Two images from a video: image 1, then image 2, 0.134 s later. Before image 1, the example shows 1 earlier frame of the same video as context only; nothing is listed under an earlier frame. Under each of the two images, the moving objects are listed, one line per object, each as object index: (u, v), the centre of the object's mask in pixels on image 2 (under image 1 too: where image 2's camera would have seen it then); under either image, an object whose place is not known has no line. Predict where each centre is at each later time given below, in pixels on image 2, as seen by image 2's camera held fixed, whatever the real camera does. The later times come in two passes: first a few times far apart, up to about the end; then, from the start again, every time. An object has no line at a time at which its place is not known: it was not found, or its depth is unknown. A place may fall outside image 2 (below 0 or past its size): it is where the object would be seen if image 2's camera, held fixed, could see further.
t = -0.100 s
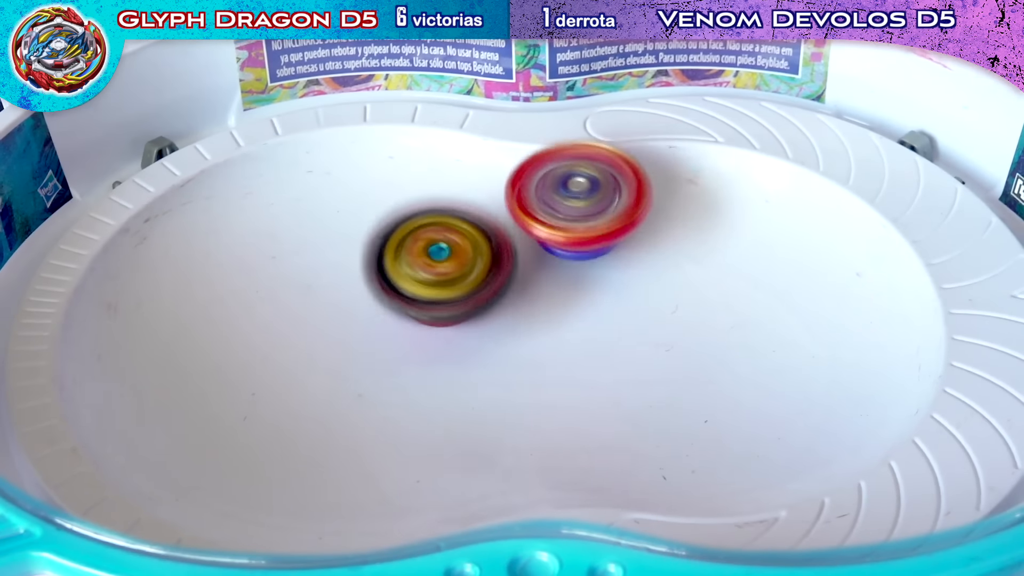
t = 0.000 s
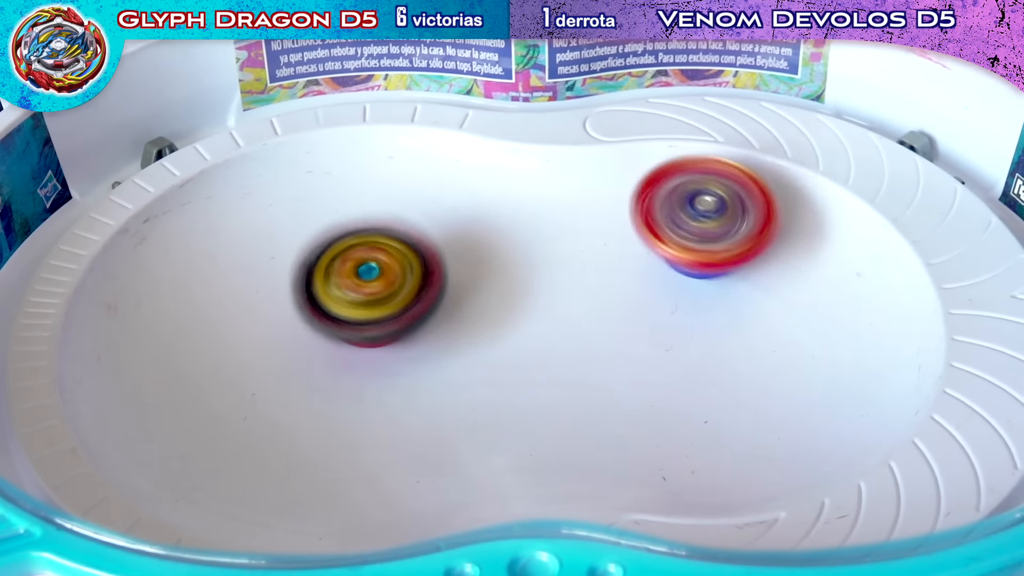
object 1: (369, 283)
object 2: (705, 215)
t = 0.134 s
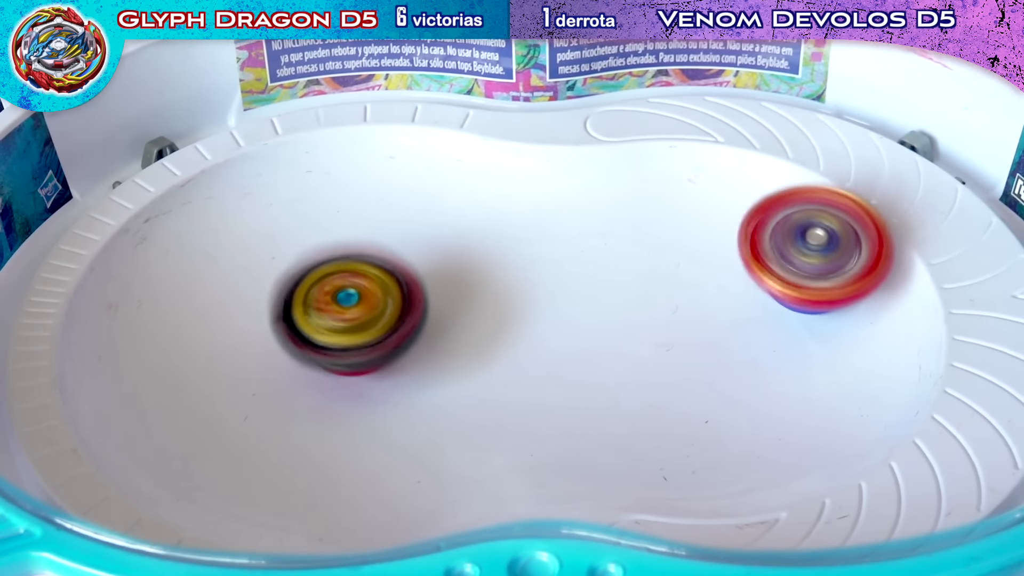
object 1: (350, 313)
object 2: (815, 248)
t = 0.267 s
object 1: (460, 328)
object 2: (798, 286)
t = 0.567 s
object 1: (665, 275)
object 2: (839, 254)
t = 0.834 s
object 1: (130, 224)
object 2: (759, 366)
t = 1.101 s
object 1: (483, 446)
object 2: (449, 343)
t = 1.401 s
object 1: (859, 82)
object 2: (440, 373)
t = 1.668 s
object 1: (526, 84)
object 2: (756, 386)
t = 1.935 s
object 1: (108, 361)
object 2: (728, 226)
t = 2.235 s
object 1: (791, 351)
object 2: (128, 388)
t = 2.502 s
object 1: (694, 75)
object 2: (534, 397)
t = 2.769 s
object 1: (265, 253)
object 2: (823, 217)
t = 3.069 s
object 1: (534, 438)
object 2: (294, 276)
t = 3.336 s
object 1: (811, 81)
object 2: (287, 465)
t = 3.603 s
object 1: (503, 83)
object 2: (885, 244)
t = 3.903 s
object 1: (120, 393)
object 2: (219, 298)
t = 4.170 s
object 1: (827, 329)
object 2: (216, 466)
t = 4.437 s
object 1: (701, 72)
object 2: (733, 304)
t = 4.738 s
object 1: (383, 198)
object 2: (548, 205)
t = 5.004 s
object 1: (260, 472)
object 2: (225, 350)
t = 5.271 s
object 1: (815, 206)
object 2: (501, 381)
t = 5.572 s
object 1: (440, 209)
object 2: (680, 313)
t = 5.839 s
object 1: (183, 398)
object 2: (761, 298)
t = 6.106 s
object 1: (795, 378)
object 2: (655, 298)
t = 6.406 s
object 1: (509, 163)
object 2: (599, 335)
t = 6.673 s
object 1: (135, 403)
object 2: (555, 329)
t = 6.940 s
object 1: (748, 358)
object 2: (436, 299)
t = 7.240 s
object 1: (556, 181)
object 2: (251, 317)
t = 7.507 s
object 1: (204, 322)
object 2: (354, 418)
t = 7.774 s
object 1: (422, 414)
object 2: (555, 321)
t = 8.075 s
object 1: (512, 318)
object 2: (597, 175)
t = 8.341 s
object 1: (274, 283)
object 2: (613, 197)
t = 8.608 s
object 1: (226, 360)
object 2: (795, 303)
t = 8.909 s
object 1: (477, 289)
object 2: (755, 279)
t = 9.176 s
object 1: (506, 259)
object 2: (631, 393)
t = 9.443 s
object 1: (608, 343)
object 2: (794, 416)
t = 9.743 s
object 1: (609, 351)
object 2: (751, 273)
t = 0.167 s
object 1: (366, 319)
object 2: (823, 257)
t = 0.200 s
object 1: (392, 326)
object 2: (823, 267)
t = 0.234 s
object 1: (423, 330)
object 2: (813, 277)
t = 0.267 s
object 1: (460, 328)
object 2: (798, 286)
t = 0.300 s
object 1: (506, 327)
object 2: (779, 293)
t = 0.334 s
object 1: (560, 325)
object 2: (758, 298)
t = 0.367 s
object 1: (590, 320)
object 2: (767, 298)
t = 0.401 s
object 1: (598, 313)
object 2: (808, 291)
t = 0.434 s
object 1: (612, 305)
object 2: (844, 278)
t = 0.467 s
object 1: (629, 296)
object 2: (868, 264)
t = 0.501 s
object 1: (643, 288)
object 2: (876, 251)
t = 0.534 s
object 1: (656, 281)
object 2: (865, 252)
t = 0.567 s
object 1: (665, 275)
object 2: (839, 254)
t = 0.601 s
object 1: (629, 263)
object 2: (857, 253)
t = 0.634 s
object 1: (557, 246)
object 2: (888, 246)
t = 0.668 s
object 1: (477, 235)
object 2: (905, 256)
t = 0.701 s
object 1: (398, 233)
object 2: (907, 277)
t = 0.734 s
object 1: (314, 225)
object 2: (891, 304)
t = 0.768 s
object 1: (234, 219)
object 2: (860, 337)
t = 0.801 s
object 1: (162, 217)
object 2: (813, 356)
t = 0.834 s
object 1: (130, 224)
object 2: (759, 366)
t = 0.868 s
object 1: (97, 253)
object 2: (705, 372)
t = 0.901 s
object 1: (82, 291)
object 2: (654, 373)
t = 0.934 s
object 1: (88, 331)
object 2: (610, 372)
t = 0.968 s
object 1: (119, 383)
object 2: (568, 370)
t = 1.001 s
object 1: (179, 430)
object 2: (532, 366)
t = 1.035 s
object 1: (272, 457)
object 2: (501, 362)
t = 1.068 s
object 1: (375, 461)
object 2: (475, 357)
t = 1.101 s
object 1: (483, 446)
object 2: (449, 343)
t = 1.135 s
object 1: (588, 433)
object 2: (434, 349)
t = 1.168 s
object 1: (695, 420)
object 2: (420, 347)
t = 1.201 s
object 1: (802, 384)
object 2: (410, 345)
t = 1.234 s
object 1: (889, 322)
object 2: (405, 346)
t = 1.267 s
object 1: (908, 234)
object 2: (402, 348)
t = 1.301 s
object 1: (913, 167)
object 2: (406, 353)
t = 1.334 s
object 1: (915, 125)
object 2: (413, 359)
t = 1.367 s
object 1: (905, 95)
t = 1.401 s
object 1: (859, 82)
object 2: (440, 373)
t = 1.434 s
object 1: (817, 75)
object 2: (463, 379)
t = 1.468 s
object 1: (775, 72)
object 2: (490, 384)
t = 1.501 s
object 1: (732, 69)
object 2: (523, 387)
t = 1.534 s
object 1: (690, 68)
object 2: (562, 390)
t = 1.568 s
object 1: (648, 69)
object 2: (605, 391)
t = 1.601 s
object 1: (605, 73)
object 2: (652, 391)
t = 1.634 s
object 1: (564, 78)
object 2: (702, 390)
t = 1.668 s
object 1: (526, 84)
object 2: (756, 386)
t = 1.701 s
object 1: (490, 91)
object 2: (810, 374)
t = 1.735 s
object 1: (449, 117)
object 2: (860, 352)
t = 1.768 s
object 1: (405, 156)
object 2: (893, 318)
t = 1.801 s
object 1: (347, 194)
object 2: (895, 286)
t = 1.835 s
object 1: (280, 233)
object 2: (883, 271)
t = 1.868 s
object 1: (210, 273)
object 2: (845, 254)
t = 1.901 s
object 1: (150, 316)
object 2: (790, 238)
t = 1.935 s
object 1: (108, 361)
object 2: (728, 226)
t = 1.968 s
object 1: (126, 393)
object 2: (663, 219)
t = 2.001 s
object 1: (159, 444)
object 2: (599, 219)
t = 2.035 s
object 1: (241, 464)
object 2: (533, 228)
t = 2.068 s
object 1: (337, 479)
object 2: (462, 250)
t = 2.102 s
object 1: (440, 459)
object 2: (387, 282)
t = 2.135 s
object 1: (531, 427)
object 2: (310, 315)
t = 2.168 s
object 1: (620, 420)
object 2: (238, 346)
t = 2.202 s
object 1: (709, 397)
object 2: (174, 374)
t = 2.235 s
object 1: (791, 351)
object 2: (128, 388)
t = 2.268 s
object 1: (851, 288)
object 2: (124, 388)
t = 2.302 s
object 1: (868, 218)
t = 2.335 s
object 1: (855, 155)
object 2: (179, 430)
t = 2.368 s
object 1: (836, 115)
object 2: (231, 469)
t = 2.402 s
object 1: (818, 82)
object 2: (305, 461)
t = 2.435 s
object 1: (785, 72)
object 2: (384, 442)
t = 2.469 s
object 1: (740, 73)
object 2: (463, 417)
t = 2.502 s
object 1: (694, 75)
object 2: (534, 397)
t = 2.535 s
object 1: (649, 78)
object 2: (606, 378)
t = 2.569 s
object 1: (607, 83)
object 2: (674, 357)
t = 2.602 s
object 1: (562, 93)
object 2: (733, 337)
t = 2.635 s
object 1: (517, 108)
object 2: (782, 313)
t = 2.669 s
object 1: (469, 146)
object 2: (816, 289)
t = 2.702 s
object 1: (414, 188)
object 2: (833, 262)
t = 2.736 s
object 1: (346, 222)
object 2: (835, 238)
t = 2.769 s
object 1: (265, 253)
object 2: (823, 217)
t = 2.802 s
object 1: (189, 287)
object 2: (796, 201)
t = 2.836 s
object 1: (123, 321)
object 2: (756, 191)
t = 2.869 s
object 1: (101, 347)
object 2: (707, 183)
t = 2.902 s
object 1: (100, 389)
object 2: (648, 181)
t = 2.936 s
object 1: (147, 434)
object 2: (584, 190)
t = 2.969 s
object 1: (229, 466)
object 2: (517, 209)
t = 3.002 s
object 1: (331, 476)
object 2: (442, 234)
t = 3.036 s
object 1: (438, 458)
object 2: (363, 259)
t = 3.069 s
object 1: (534, 438)
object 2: (294, 276)
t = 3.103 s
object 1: (633, 412)
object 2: (233, 293)
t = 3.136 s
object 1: (724, 378)
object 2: (178, 312)
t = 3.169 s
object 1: (794, 330)
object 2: (137, 333)
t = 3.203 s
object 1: (844, 272)
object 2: (112, 356)
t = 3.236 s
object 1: (857, 205)
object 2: (120, 380)
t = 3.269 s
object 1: (842, 146)
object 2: (151, 421)
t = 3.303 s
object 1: (826, 111)
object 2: (208, 447)
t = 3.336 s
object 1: (811, 81)
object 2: (287, 465)
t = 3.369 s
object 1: (786, 72)
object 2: (376, 463)
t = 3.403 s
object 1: (746, 71)
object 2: (476, 448)
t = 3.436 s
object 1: (704, 71)
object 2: (574, 431)
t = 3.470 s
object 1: (663, 71)
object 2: (675, 419)
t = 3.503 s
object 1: (624, 72)
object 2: (765, 397)
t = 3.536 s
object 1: (584, 74)
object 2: (835, 357)
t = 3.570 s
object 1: (543, 79)
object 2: (883, 305)
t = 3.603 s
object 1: (503, 83)
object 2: (885, 244)
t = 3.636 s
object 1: (465, 89)
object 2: (862, 199)
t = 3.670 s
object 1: (423, 113)
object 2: (818, 169)
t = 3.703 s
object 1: (376, 146)
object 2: (755, 148)
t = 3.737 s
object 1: (324, 180)
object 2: (678, 146)
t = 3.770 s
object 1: (261, 219)
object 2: (596, 170)
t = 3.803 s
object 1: (198, 256)
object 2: (502, 206)
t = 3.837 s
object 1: (145, 302)
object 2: (407, 244)
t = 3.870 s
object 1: (109, 351)
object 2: (308, 276)
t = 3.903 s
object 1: (120, 393)
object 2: (219, 298)
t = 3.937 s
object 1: (167, 443)
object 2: (138, 319)
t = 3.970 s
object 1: (246, 474)
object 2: (91, 331)
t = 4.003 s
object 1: (357, 477)
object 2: (71, 351)
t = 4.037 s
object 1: (468, 448)
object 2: (59, 393)
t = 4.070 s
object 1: (571, 425)
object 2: (69, 419)
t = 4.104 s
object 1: (669, 417)
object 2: (109, 437)
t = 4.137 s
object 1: (758, 379)
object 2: (158, 453)
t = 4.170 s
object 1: (827, 329)
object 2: (216, 466)
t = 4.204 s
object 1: (871, 266)
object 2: (288, 473)
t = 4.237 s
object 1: (869, 194)
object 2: (366, 471)
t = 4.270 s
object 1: (846, 146)
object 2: (441, 454)
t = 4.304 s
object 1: (818, 108)
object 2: (507, 434)
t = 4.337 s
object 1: (794, 81)
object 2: (574, 405)
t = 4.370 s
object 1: (771, 70)
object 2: (637, 373)
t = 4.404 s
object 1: (734, 71)
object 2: (692, 339)
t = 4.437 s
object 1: (701, 72)
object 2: (733, 304)
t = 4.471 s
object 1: (667, 73)
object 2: (762, 267)
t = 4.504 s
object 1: (637, 76)
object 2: (778, 230)
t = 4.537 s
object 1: (604, 80)
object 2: (781, 192)
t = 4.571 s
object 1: (572, 85)
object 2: (768, 162)
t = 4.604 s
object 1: (542, 91)
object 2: (738, 146)
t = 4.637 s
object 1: (509, 103)
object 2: (700, 154)
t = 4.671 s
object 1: (473, 129)
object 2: (653, 164)
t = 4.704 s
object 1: (436, 167)
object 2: (603, 182)
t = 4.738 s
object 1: (383, 198)
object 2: (548, 205)
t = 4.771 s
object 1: (322, 229)
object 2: (491, 229)
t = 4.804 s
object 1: (255, 259)
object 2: (434, 254)
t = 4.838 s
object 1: (199, 296)
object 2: (377, 277)
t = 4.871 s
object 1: (155, 337)
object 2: (327, 291)
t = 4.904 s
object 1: (125, 376)
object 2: (285, 305)
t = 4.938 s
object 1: (141, 406)
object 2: (255, 316)
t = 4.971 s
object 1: (182, 447)
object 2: (234, 331)
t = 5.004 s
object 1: (260, 472)
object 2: (225, 350)
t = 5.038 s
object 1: (355, 478)
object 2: (228, 370)
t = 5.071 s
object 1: (450, 458)
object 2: (245, 392)
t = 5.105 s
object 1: (538, 422)
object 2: (275, 411)
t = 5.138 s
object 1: (622, 390)
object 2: (316, 422)
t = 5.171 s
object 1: (693, 352)
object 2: (362, 423)
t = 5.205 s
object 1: (750, 308)
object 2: (408, 412)
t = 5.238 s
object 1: (794, 259)
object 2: (454, 396)
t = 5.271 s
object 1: (815, 206)
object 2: (501, 381)
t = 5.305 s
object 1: (806, 155)
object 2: (546, 365)
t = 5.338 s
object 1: (779, 127)
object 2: (587, 351)
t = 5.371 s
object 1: (752, 119)
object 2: (620, 334)
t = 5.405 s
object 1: (713, 126)
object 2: (641, 319)
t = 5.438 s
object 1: (669, 139)
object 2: (654, 305)
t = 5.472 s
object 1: (623, 165)
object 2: (659, 294)
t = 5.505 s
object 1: (568, 190)
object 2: (665, 296)
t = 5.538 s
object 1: (504, 199)
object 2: (672, 305)
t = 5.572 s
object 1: (440, 209)
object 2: (680, 313)
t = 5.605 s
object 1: (378, 220)
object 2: (690, 319)
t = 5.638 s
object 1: (320, 228)
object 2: (704, 323)
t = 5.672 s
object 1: (270, 238)
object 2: (721, 327)
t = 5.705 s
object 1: (227, 254)
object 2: (736, 328)
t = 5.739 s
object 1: (192, 279)
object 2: (749, 324)
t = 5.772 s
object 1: (171, 312)
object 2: (758, 317)
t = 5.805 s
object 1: (165, 354)
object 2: (763, 308)
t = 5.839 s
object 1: (183, 398)
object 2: (761, 298)
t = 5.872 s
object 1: (225, 439)
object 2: (756, 289)
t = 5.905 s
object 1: (292, 465)
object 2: (747, 281)
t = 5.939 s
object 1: (374, 472)
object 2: (733, 277)
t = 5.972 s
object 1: (459, 455)
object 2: (716, 274)
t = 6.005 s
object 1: (546, 439)
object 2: (699, 277)
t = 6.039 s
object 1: (637, 427)
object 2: (682, 282)
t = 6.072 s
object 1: (725, 411)
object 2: (667, 290)
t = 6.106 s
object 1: (795, 378)
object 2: (655, 298)
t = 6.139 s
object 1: (842, 332)
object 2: (643, 305)
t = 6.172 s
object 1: (874, 274)
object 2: (633, 310)
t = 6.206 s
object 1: (866, 220)
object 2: (626, 316)
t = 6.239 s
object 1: (836, 178)
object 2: (620, 321)
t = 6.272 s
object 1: (790, 147)
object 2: (615, 325)
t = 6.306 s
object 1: (727, 124)
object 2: (612, 328)
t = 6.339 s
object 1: (655, 119)
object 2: (607, 331)
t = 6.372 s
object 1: (587, 132)
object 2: (603, 334)
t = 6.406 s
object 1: (509, 163)
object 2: (599, 335)
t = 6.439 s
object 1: (429, 204)
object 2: (596, 338)
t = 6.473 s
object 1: (356, 231)
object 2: (593, 337)
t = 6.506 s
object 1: (288, 252)
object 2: (590, 337)
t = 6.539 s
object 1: (226, 277)
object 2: (587, 336)
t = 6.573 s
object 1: (178, 305)
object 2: (581, 334)
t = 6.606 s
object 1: (142, 337)
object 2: (574, 333)
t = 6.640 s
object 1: (119, 370)
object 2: (566, 331)
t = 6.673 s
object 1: (135, 403)
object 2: (555, 329)
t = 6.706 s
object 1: (181, 441)
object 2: (543, 326)
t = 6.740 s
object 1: (261, 469)
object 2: (528, 323)
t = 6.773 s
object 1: (358, 474)
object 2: (519, 319)
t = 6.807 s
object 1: (458, 453)
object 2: (506, 315)
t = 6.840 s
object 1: (544, 433)
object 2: (489, 312)
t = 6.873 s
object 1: (623, 412)
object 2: (471, 308)
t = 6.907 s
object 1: (691, 385)
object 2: (455, 304)
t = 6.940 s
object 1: (748, 358)
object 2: (436, 299)
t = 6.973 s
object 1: (795, 323)
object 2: (417, 294)
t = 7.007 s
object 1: (815, 281)
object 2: (394, 290)
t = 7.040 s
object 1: (821, 242)
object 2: (373, 287)
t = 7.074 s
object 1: (815, 199)
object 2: (347, 284)
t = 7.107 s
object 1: (785, 168)
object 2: (322, 284)
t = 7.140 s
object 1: (743, 150)
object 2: (299, 288)
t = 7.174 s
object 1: (690, 154)
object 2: (282, 295)
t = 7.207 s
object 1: (623, 162)
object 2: (264, 304)
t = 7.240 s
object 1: (556, 181)
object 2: (251, 317)
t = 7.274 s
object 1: (494, 200)
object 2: (243, 331)
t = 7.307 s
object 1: (427, 226)
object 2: (244, 348)
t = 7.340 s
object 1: (368, 247)
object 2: (248, 362)
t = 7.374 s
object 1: (318, 265)
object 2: (260, 374)
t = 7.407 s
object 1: (271, 278)
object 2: (275, 386)
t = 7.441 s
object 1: (239, 291)
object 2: (295, 405)
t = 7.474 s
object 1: (217, 304)
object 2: (324, 419)
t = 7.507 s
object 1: (204, 322)
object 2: (354, 418)
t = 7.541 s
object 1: (200, 346)
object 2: (390, 415)
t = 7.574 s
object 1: (203, 374)
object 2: (422, 399)
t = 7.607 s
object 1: (217, 401)
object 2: (452, 387)
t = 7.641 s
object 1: (244, 423)
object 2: (485, 373)
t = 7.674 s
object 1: (287, 435)
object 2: (515, 358)
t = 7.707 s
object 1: (334, 437)
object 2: (535, 346)
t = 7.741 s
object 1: (382, 430)
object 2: (549, 334)
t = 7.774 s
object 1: (422, 414)
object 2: (555, 321)
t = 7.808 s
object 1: (461, 396)
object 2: (557, 310)
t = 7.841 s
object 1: (481, 389)
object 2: (571, 286)
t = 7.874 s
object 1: (495, 386)
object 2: (593, 253)
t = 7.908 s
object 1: (508, 379)
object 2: (606, 223)
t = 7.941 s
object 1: (520, 369)
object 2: (616, 199)
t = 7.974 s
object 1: (525, 357)
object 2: (618, 183)
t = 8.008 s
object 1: (525, 345)
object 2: (616, 175)
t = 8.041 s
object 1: (521, 331)
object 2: (608, 172)
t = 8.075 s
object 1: (512, 318)
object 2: (597, 175)
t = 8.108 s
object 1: (499, 305)
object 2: (584, 183)
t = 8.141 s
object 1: (478, 298)
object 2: (577, 185)
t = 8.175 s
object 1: (438, 297)
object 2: (590, 173)
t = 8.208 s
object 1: (397, 297)
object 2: (601, 164)
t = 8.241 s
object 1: (361, 295)
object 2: (607, 163)
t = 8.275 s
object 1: (331, 292)
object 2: (611, 171)
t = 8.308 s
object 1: (304, 285)
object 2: (611, 181)
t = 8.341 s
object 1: (274, 283)
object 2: (613, 197)
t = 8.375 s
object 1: (244, 284)
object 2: (618, 212)
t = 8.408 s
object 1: (222, 291)
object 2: (625, 231)
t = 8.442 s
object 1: (207, 296)
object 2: (641, 247)
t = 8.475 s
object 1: (194, 307)
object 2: (660, 264)
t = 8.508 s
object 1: (189, 323)
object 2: (689, 278)
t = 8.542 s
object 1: (195, 340)
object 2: (720, 291)
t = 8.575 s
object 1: (210, 350)
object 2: (758, 299)
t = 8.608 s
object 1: (226, 360)
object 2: (795, 303)
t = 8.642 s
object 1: (250, 371)
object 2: (832, 299)
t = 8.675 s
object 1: (282, 371)
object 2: (860, 292)
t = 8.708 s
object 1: (314, 368)
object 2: (879, 281)
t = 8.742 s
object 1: (345, 363)
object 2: (881, 274)
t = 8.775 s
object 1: (377, 350)
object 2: (870, 271)
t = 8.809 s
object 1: (409, 333)
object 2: (846, 273)
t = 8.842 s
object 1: (432, 317)
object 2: (816, 274)
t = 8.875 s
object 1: (454, 303)
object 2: (786, 276)
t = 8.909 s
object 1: (477, 289)
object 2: (755, 279)
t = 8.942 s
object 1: (490, 276)
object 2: (729, 283)
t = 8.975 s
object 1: (498, 265)
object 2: (701, 292)
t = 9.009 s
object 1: (507, 256)
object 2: (680, 303)
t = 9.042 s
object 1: (508, 249)
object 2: (660, 319)
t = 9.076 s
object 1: (505, 247)
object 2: (646, 337)
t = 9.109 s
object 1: (505, 249)
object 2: (636, 355)
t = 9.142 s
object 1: (507, 251)
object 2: (630, 375)
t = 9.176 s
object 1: (506, 259)
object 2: (631, 393)
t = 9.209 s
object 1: (509, 268)
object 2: (635, 408)
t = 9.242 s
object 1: (517, 274)
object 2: (646, 422)
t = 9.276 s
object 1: (522, 286)
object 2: (664, 430)
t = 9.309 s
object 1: (531, 298)
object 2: (686, 437)
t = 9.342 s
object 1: (550, 309)
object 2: (713, 440)
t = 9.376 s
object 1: (565, 321)
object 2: (740, 437)
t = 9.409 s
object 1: (583, 333)
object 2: (770, 428)
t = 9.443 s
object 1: (608, 343)
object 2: (794, 416)
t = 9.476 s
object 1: (629, 353)
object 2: (807, 402)
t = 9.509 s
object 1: (645, 362)
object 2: (819, 384)
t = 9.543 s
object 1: (644, 360)
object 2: (843, 367)
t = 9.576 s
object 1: (640, 360)
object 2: (853, 348)
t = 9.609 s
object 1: (642, 361)
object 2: (845, 327)
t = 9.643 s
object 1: (640, 357)
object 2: (829, 312)
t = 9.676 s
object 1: (635, 354)
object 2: (804, 297)
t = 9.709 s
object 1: (635, 350)
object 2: (769, 289)
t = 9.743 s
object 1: (609, 351)
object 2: (751, 273)
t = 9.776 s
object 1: (591, 349)
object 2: (723, 266)
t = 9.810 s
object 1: (568, 345)
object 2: (692, 262)
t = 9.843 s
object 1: (545, 342)
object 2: (659, 261)
